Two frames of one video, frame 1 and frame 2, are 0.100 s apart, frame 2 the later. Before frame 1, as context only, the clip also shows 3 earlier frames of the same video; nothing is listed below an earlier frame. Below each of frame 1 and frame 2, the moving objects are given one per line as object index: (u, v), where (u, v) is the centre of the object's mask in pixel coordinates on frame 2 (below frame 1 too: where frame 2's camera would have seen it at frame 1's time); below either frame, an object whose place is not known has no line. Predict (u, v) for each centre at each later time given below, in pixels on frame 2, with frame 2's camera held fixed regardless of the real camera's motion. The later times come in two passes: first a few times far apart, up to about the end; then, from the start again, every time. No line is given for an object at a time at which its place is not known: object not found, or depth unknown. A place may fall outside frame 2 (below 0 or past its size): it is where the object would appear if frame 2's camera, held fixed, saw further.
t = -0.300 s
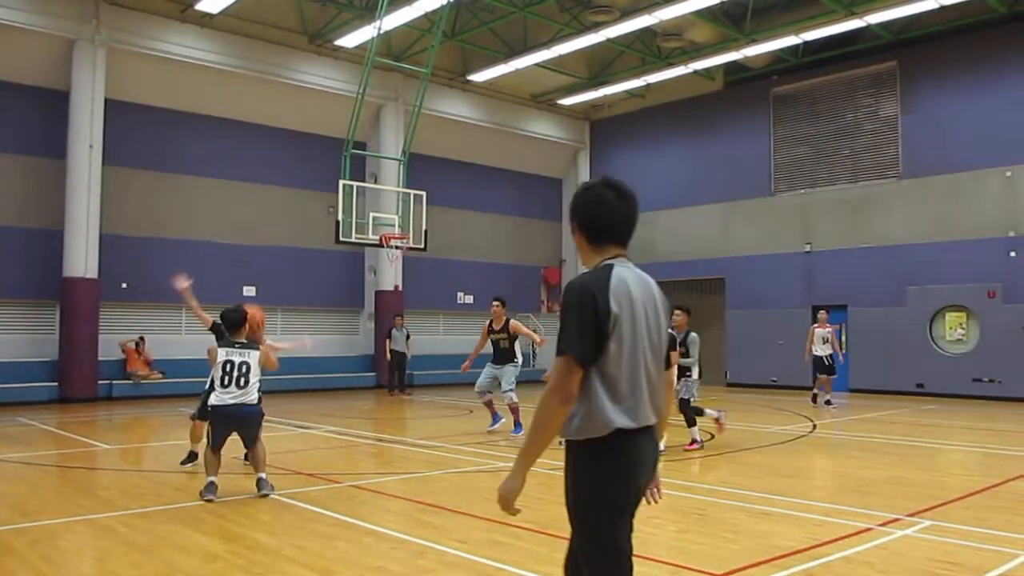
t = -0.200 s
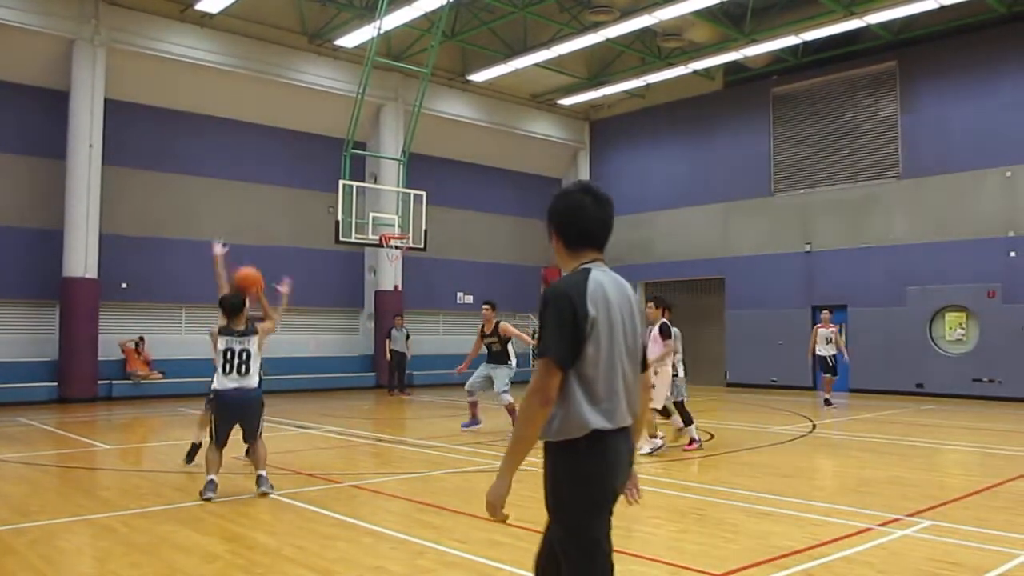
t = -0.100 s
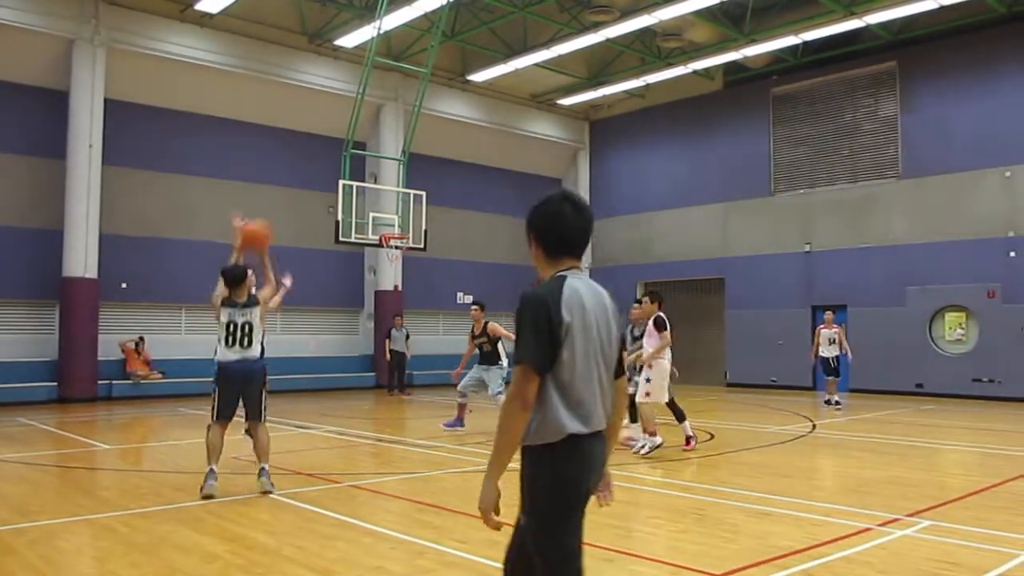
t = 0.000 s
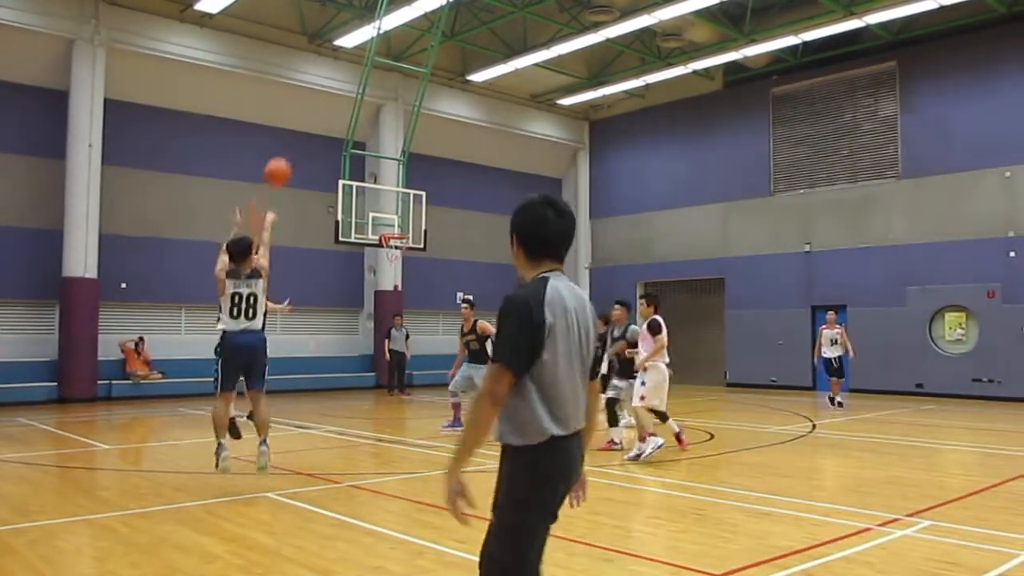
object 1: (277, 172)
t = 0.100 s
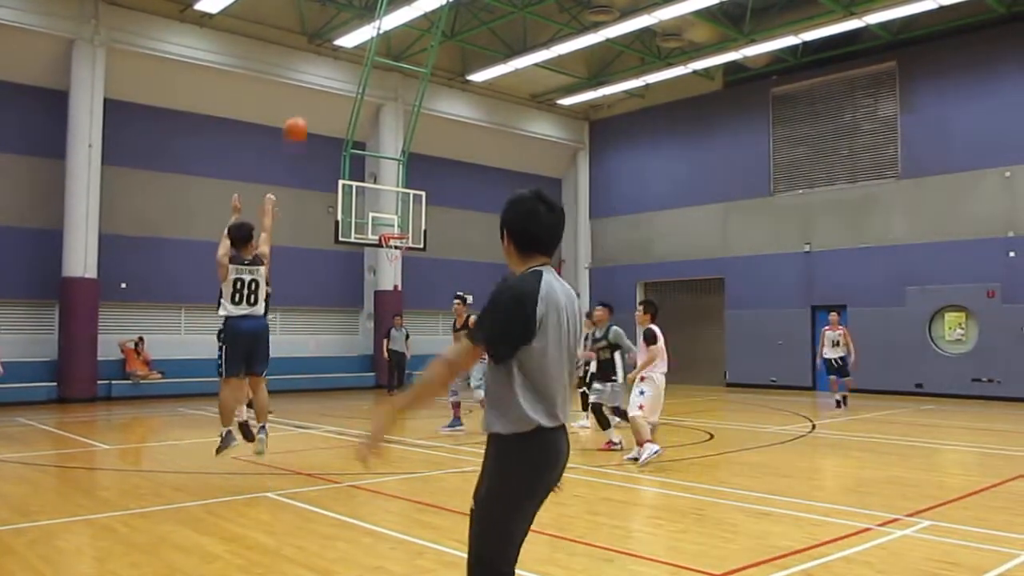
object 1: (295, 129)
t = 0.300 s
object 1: (325, 86)
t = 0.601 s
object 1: (355, 89)
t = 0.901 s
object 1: (376, 144)
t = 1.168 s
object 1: (387, 224)
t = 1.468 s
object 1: (417, 171)
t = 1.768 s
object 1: (447, 157)
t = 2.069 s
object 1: (474, 187)
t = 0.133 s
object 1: (302, 118)
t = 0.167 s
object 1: (307, 109)
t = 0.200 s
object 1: (312, 101)
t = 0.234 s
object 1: (316, 95)
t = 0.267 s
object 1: (321, 90)
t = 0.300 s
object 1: (325, 86)
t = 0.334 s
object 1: (329, 83)
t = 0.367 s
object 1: (334, 81)
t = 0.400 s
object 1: (337, 79)
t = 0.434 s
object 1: (341, 79)
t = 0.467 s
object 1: (344, 79)
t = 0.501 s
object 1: (347, 80)
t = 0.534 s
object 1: (350, 82)
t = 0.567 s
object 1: (354, 85)
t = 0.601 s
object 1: (355, 89)
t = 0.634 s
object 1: (358, 93)
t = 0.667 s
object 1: (362, 97)
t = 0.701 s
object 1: (365, 102)
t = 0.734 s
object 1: (366, 108)
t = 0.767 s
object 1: (367, 114)
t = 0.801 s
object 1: (369, 121)
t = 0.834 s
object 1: (370, 128)
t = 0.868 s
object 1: (372, 136)
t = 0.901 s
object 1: (376, 144)
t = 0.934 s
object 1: (378, 152)
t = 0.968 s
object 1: (379, 161)
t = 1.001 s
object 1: (379, 172)
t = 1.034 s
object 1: (381, 181)
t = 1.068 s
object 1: (384, 192)
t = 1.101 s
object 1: (385, 203)
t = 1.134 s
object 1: (386, 213)
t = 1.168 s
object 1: (387, 224)
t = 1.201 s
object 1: (389, 226)
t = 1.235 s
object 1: (392, 218)
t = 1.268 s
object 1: (397, 210)
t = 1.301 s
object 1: (400, 201)
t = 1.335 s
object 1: (404, 193)
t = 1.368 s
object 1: (407, 186)
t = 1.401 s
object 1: (411, 181)
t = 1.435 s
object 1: (415, 174)
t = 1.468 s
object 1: (417, 171)
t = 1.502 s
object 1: (420, 167)
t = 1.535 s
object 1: (424, 164)
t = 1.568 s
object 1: (427, 161)
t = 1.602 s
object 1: (431, 159)
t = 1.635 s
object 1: (433, 158)
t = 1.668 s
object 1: (437, 156)
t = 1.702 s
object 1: (440, 156)
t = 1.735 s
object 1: (444, 156)
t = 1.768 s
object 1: (447, 157)
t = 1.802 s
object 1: (450, 158)
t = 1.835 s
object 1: (453, 159)
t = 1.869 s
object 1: (456, 162)
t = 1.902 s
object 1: (459, 165)
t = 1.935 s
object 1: (463, 167)
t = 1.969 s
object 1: (466, 172)
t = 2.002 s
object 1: (469, 177)
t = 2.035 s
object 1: (472, 182)
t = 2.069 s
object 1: (474, 187)
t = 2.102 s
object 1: (477, 193)
